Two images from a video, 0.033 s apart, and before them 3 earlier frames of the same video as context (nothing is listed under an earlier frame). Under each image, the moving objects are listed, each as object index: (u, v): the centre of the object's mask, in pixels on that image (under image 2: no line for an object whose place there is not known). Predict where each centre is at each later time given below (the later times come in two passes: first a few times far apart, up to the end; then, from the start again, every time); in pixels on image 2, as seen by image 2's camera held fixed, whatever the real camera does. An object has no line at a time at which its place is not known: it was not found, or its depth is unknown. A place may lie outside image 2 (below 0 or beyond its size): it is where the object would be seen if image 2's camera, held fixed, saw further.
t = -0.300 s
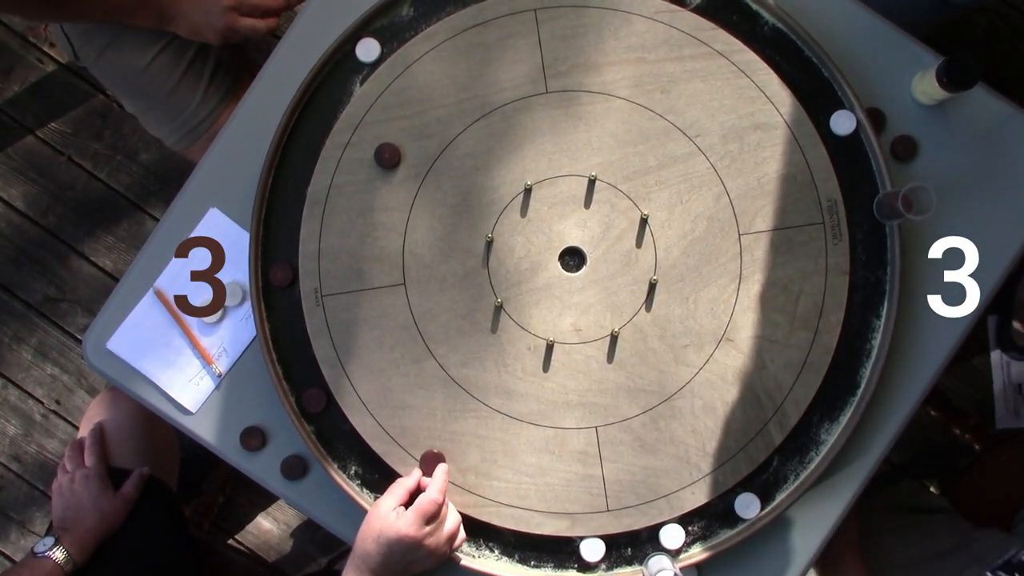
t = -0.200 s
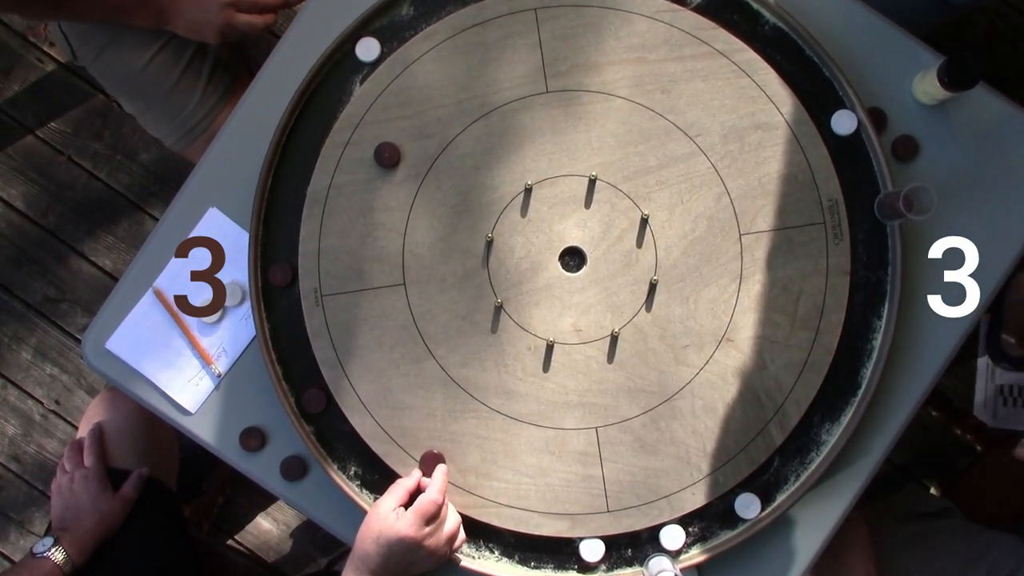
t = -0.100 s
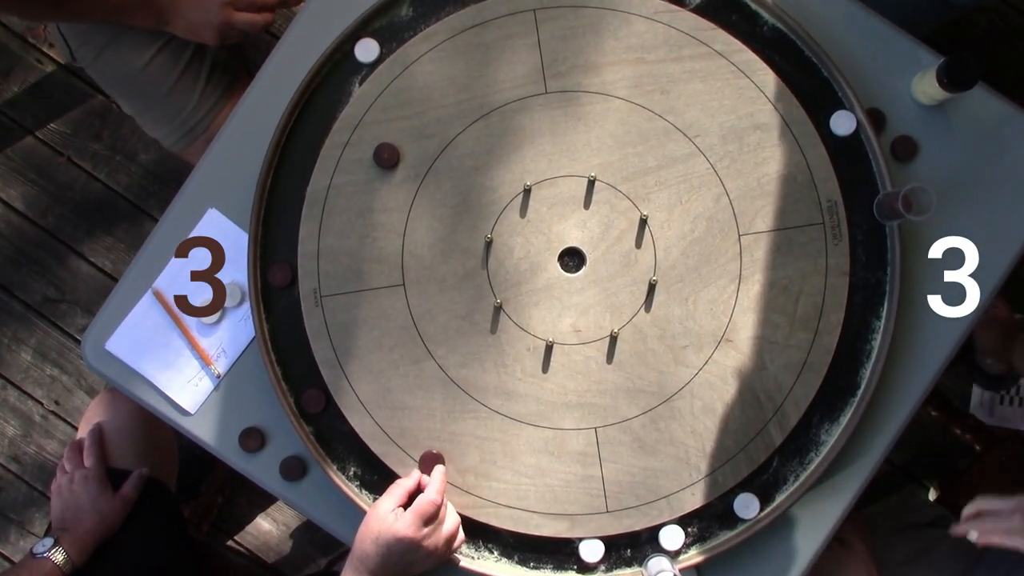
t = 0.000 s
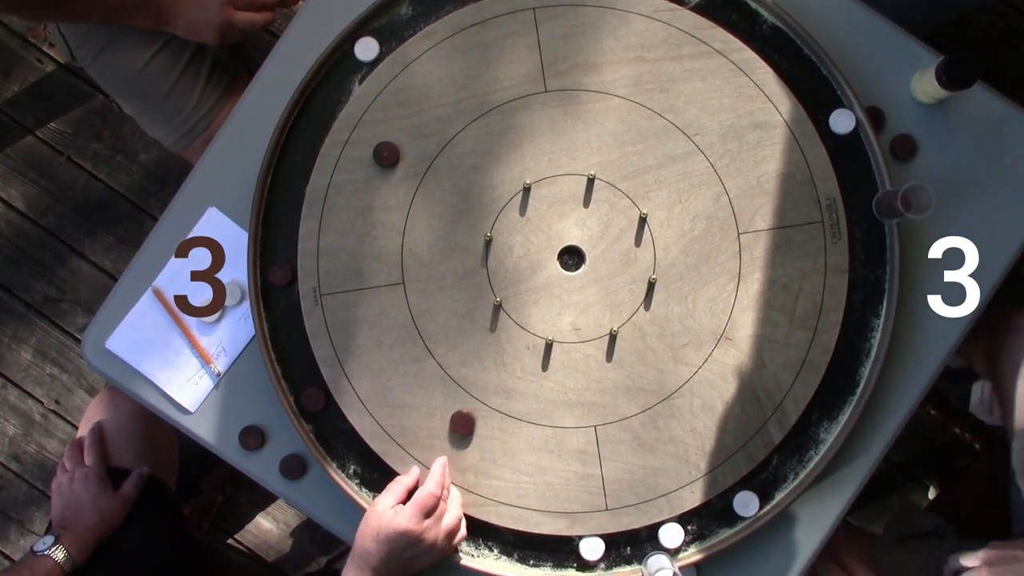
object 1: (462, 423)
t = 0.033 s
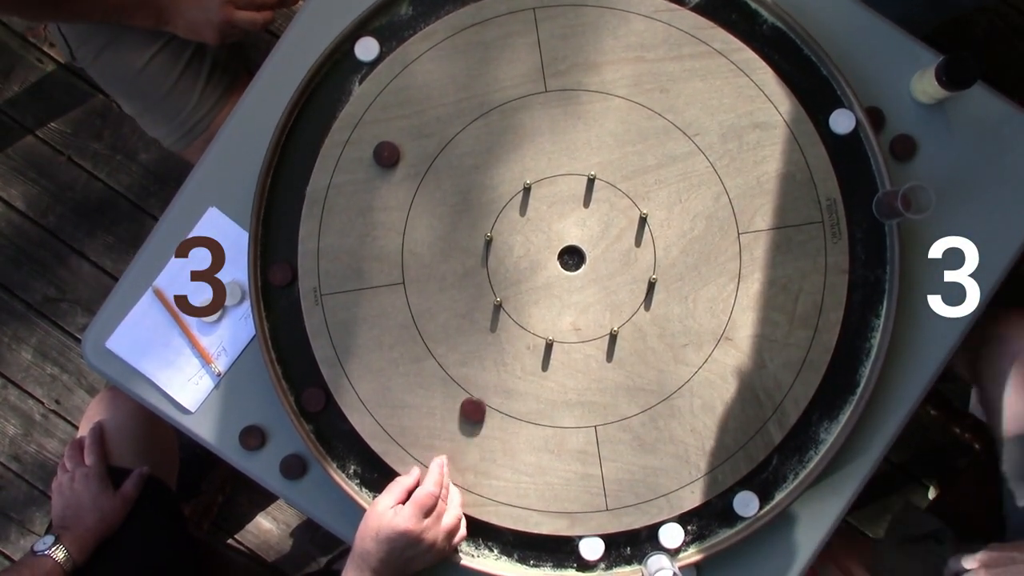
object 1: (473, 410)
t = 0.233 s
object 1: (529, 340)
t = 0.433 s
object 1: (535, 294)
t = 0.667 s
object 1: (536, 278)
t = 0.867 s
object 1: (536, 279)
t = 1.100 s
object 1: (536, 279)
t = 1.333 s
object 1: (536, 279)
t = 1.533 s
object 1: (536, 279)
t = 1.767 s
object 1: (536, 279)
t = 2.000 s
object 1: (536, 278)
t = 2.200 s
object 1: (536, 278)
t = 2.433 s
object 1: (536, 278)
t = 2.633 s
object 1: (536, 278)
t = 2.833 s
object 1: (536, 278)
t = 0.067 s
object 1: (482, 398)
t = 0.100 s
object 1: (492, 386)
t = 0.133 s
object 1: (502, 374)
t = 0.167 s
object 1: (511, 363)
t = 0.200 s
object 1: (520, 351)
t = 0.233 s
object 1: (529, 340)
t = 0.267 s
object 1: (534, 329)
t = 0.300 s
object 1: (534, 320)
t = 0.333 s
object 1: (534, 312)
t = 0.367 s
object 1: (534, 305)
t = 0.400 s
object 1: (535, 298)
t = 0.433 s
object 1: (535, 294)
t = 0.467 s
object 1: (535, 289)
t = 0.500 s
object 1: (535, 286)
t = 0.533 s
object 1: (536, 283)
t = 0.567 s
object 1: (536, 281)
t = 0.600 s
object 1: (536, 279)
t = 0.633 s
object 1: (536, 278)
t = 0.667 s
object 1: (536, 278)
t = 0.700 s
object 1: (536, 279)
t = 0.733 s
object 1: (536, 279)
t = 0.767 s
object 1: (536, 279)
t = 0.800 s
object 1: (536, 279)
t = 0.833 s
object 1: (536, 279)
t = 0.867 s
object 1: (536, 279)
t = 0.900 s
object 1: (536, 279)
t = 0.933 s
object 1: (536, 279)
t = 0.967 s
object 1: (536, 279)
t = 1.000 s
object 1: (536, 279)
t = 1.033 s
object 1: (536, 279)
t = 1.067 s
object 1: (536, 279)
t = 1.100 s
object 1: (536, 279)
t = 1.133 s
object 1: (536, 279)
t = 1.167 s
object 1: (536, 279)
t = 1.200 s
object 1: (536, 279)
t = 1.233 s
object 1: (536, 279)
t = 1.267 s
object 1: (536, 279)
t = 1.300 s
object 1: (536, 279)
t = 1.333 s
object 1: (536, 279)
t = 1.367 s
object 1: (536, 279)
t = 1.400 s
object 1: (536, 279)
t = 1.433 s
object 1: (536, 279)
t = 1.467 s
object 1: (536, 279)
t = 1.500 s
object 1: (536, 279)
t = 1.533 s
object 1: (536, 279)
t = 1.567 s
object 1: (536, 279)
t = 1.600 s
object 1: (536, 279)
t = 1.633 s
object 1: (536, 279)
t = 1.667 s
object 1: (536, 279)
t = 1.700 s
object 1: (536, 279)
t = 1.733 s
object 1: (536, 279)
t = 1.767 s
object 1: (536, 279)
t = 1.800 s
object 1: (536, 278)
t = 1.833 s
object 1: (536, 279)
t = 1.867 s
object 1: (536, 279)
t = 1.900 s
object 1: (536, 278)
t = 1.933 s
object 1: (536, 278)
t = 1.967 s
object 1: (536, 278)
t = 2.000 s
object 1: (536, 278)
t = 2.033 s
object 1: (536, 278)
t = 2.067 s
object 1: (536, 278)
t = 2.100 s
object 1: (536, 278)
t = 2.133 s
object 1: (536, 278)
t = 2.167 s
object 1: (536, 278)
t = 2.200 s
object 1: (536, 278)
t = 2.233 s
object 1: (536, 279)
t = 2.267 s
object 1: (536, 279)
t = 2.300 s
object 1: (536, 279)
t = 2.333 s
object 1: (536, 279)
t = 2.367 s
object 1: (536, 278)
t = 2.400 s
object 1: (536, 278)
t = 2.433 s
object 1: (536, 278)
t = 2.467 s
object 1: (536, 278)
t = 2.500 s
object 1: (536, 279)
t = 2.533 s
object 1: (536, 278)
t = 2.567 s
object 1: (536, 278)
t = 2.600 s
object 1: (536, 278)
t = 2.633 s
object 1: (536, 278)
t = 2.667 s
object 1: (536, 278)
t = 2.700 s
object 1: (536, 279)
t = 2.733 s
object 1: (536, 278)
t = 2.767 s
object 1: (536, 278)
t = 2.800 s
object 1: (536, 278)
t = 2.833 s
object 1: (536, 278)
